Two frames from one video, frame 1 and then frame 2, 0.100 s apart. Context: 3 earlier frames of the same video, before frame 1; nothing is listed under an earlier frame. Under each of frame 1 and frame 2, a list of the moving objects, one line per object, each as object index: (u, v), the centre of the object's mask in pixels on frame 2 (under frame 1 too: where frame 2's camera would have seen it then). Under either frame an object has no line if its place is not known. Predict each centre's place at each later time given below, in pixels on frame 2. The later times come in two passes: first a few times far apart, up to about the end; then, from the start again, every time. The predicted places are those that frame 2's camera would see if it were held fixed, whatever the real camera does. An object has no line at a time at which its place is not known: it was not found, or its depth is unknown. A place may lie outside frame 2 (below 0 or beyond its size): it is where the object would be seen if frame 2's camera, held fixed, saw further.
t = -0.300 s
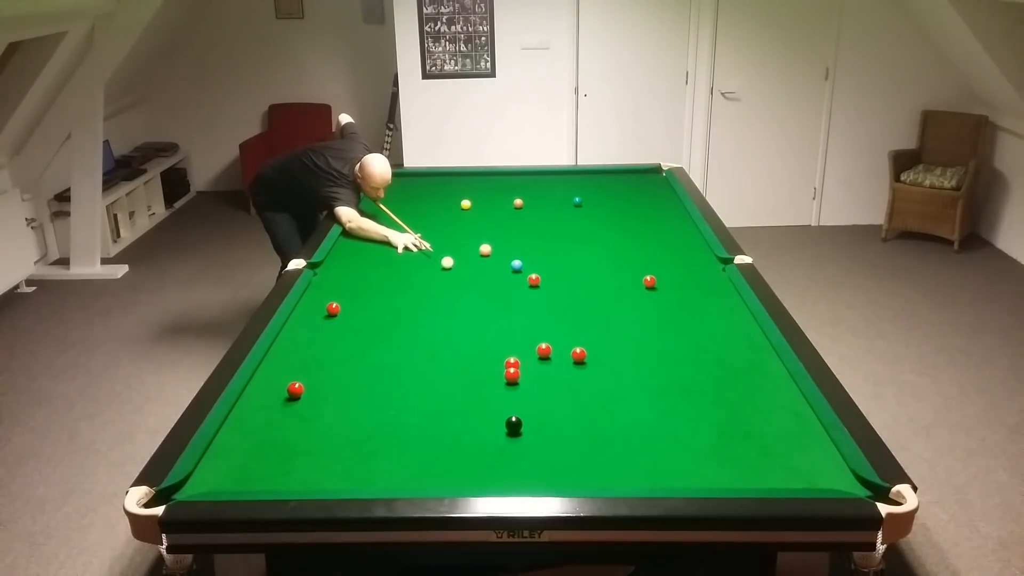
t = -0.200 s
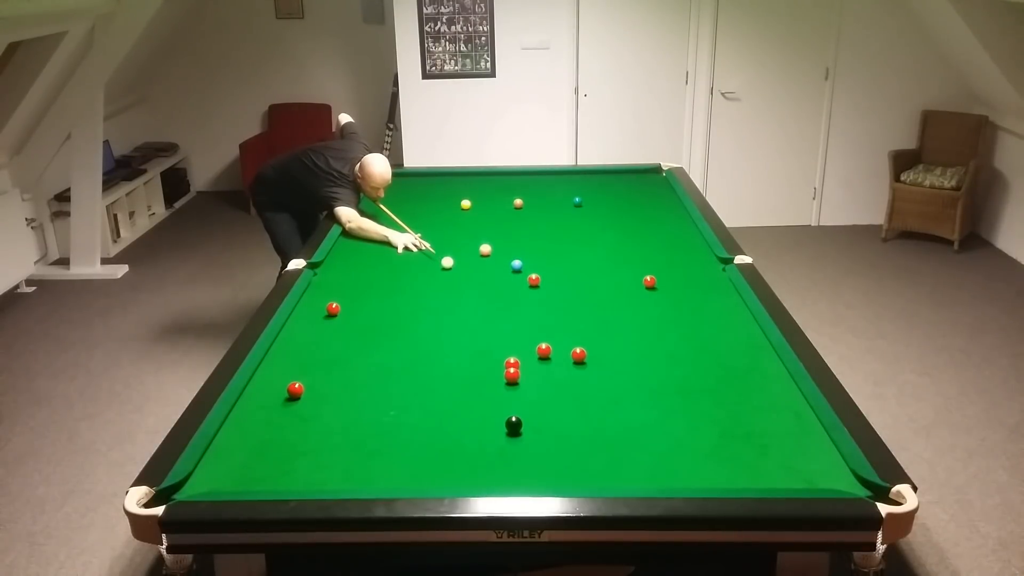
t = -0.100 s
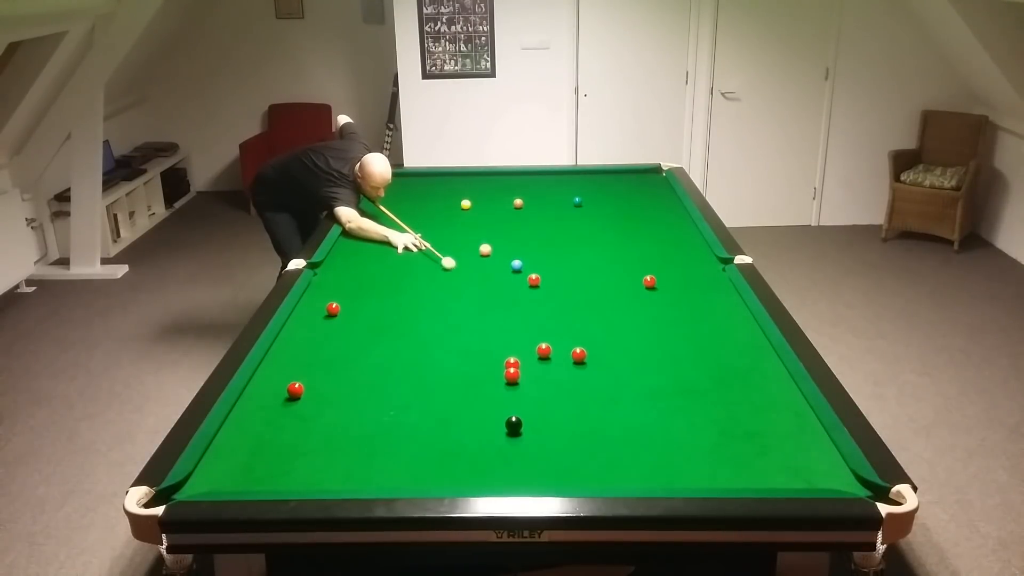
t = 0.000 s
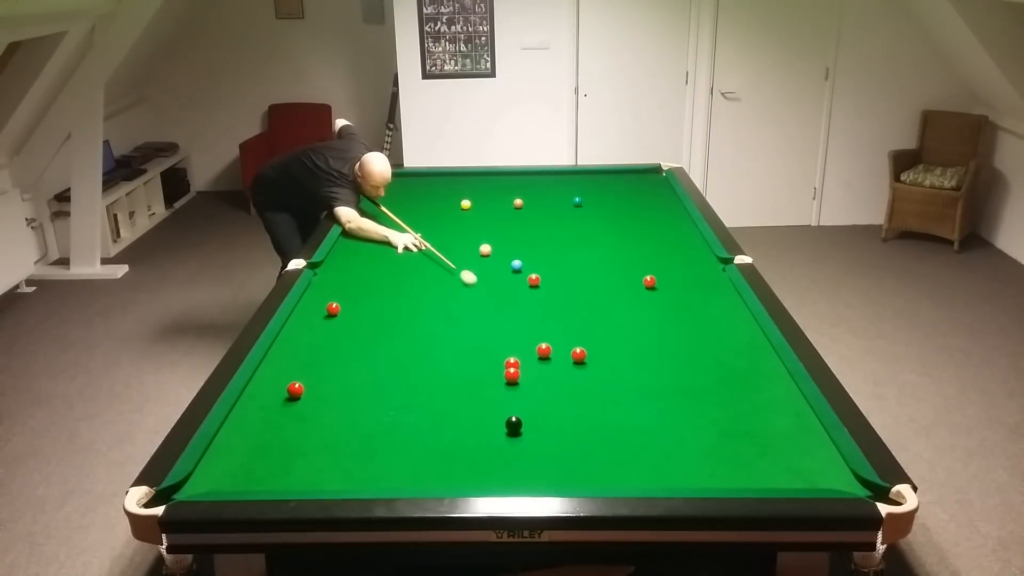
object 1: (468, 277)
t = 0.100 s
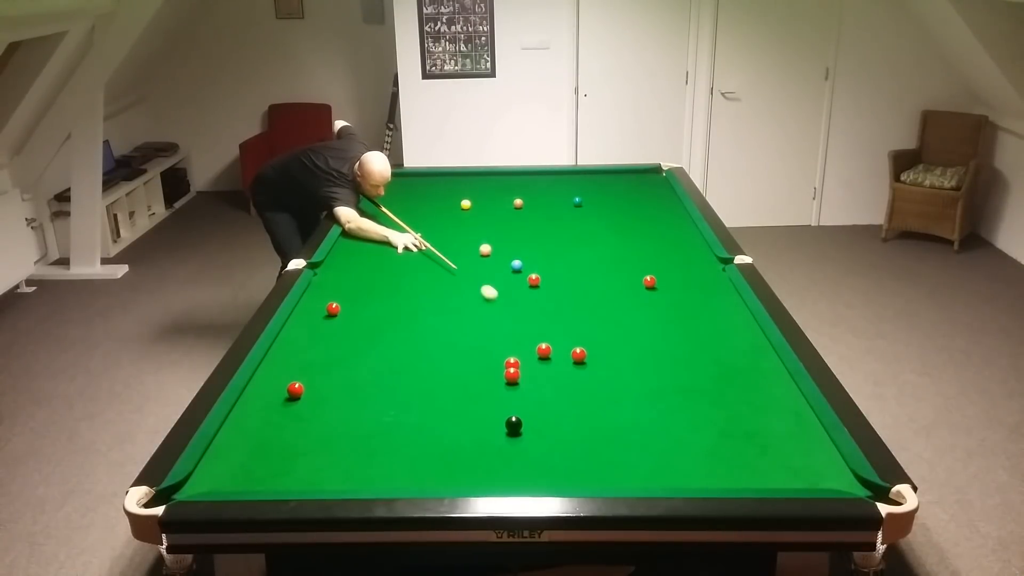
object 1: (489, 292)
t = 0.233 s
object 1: (517, 312)
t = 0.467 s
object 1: (567, 350)
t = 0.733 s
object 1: (566, 366)
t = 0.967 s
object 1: (570, 385)
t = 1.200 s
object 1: (575, 403)
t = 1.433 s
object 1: (579, 423)
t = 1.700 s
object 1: (585, 446)
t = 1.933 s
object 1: (590, 468)
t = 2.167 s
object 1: (593, 478)
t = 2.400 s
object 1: (593, 467)
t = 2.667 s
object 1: (593, 454)
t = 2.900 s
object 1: (592, 444)
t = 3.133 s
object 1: (592, 436)
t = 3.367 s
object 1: (591, 428)
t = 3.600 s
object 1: (591, 422)
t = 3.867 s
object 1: (591, 417)
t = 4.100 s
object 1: (590, 413)
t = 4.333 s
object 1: (590, 410)
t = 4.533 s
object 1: (590, 408)
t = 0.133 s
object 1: (496, 297)
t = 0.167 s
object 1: (503, 302)
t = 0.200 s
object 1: (509, 307)
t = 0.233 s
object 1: (517, 312)
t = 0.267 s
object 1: (524, 317)
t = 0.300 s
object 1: (531, 323)
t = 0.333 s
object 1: (539, 328)
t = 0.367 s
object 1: (547, 334)
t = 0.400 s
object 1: (555, 339)
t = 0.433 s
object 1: (563, 345)
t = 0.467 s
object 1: (567, 350)
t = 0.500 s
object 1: (566, 351)
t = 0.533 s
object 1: (564, 353)
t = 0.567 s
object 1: (563, 354)
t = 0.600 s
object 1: (563, 357)
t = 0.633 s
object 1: (564, 359)
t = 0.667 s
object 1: (564, 361)
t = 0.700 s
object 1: (565, 364)
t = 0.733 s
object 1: (566, 366)
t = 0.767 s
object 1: (566, 369)
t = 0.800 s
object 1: (567, 371)
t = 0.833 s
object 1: (568, 373)
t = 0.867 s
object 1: (568, 377)
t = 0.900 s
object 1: (569, 379)
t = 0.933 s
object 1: (570, 382)
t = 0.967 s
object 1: (570, 385)
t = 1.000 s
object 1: (571, 387)
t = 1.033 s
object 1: (572, 390)
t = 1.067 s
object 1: (572, 392)
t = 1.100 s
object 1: (573, 395)
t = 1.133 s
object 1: (573, 397)
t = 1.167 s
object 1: (574, 400)
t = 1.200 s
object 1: (575, 403)
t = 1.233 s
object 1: (575, 406)
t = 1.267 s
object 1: (576, 409)
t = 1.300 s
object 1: (577, 412)
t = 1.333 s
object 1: (578, 414)
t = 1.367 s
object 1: (578, 417)
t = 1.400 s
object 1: (578, 420)
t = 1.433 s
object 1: (579, 423)
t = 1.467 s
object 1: (580, 426)
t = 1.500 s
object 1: (581, 429)
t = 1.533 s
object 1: (581, 431)
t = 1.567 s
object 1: (582, 435)
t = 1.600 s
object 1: (583, 438)
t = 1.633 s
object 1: (584, 441)
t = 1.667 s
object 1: (584, 444)
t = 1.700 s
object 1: (585, 446)
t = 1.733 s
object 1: (586, 450)
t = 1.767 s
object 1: (586, 453)
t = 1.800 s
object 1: (587, 456)
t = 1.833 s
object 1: (588, 459)
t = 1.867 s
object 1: (589, 462)
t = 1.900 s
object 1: (590, 465)
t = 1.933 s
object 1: (590, 468)
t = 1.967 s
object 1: (591, 472)
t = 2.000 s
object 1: (592, 475)
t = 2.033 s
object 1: (592, 477)
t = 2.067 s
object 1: (593, 479)
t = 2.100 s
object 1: (594, 481)
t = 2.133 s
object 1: (594, 479)
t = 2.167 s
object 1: (593, 478)
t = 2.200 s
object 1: (593, 476)
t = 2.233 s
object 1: (593, 475)
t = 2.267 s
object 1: (593, 473)
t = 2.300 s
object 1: (593, 472)
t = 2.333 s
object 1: (593, 470)
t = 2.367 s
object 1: (593, 468)
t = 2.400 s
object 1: (593, 467)
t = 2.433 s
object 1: (593, 465)
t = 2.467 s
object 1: (593, 463)
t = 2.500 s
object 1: (593, 461)
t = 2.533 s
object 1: (593, 460)
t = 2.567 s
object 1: (593, 458)
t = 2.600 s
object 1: (593, 457)
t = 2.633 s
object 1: (593, 455)
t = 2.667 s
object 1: (593, 454)
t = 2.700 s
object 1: (593, 452)
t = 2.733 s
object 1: (593, 451)
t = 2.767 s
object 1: (592, 449)
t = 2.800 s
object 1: (592, 448)
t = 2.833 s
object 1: (593, 447)
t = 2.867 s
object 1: (593, 445)
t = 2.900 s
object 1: (592, 444)
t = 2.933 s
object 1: (592, 443)
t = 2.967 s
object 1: (592, 441)
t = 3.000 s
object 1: (592, 440)
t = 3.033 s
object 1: (592, 439)
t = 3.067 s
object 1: (592, 438)
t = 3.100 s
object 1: (592, 437)
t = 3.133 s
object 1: (592, 436)
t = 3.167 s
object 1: (592, 435)
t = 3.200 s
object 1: (591, 434)
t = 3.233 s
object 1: (591, 433)
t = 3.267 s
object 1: (591, 431)
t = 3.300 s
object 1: (591, 430)
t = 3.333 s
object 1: (591, 429)
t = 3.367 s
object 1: (591, 428)
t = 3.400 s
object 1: (591, 428)
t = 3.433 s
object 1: (591, 427)
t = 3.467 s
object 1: (591, 426)
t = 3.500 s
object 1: (591, 425)
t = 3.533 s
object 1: (591, 424)
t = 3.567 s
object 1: (591, 423)
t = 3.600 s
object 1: (591, 422)
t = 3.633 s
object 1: (591, 422)
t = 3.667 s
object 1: (591, 421)
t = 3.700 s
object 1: (591, 420)
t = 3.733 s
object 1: (591, 419)
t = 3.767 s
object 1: (591, 419)
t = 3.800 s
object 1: (591, 418)
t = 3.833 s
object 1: (591, 418)
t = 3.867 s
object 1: (591, 417)
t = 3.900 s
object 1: (590, 416)
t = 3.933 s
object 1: (590, 416)
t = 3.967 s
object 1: (590, 415)
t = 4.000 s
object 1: (590, 415)
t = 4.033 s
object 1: (590, 414)
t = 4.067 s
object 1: (590, 414)
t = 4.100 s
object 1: (590, 413)
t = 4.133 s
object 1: (590, 412)
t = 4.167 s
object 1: (590, 412)
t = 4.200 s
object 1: (590, 412)
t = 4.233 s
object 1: (590, 411)
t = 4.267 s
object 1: (590, 411)
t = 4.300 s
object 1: (590, 410)
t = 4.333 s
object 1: (590, 410)
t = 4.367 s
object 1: (590, 410)
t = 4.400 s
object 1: (590, 409)
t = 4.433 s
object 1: (590, 409)
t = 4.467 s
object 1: (590, 409)
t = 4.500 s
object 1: (590, 409)
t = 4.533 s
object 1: (590, 408)
